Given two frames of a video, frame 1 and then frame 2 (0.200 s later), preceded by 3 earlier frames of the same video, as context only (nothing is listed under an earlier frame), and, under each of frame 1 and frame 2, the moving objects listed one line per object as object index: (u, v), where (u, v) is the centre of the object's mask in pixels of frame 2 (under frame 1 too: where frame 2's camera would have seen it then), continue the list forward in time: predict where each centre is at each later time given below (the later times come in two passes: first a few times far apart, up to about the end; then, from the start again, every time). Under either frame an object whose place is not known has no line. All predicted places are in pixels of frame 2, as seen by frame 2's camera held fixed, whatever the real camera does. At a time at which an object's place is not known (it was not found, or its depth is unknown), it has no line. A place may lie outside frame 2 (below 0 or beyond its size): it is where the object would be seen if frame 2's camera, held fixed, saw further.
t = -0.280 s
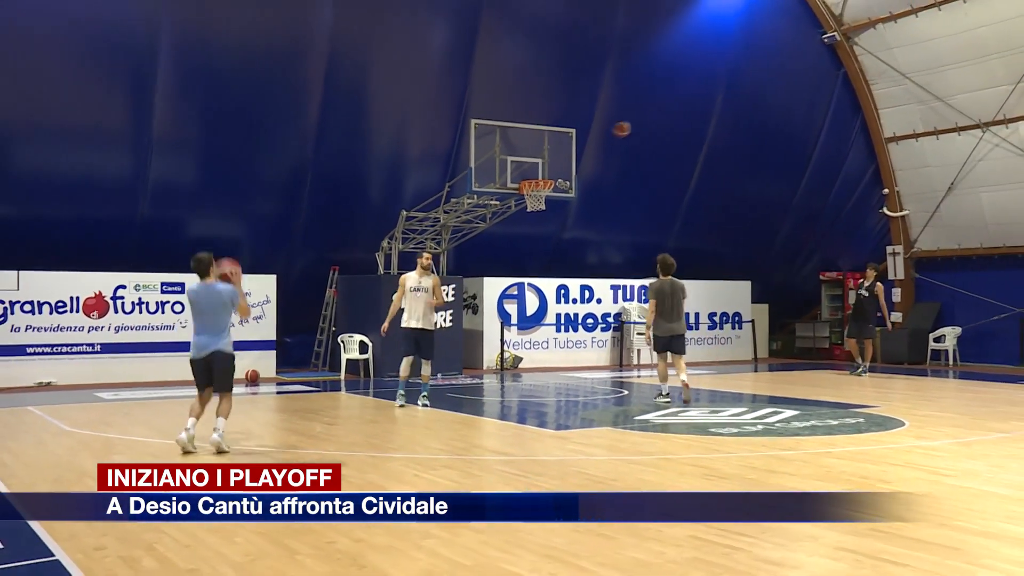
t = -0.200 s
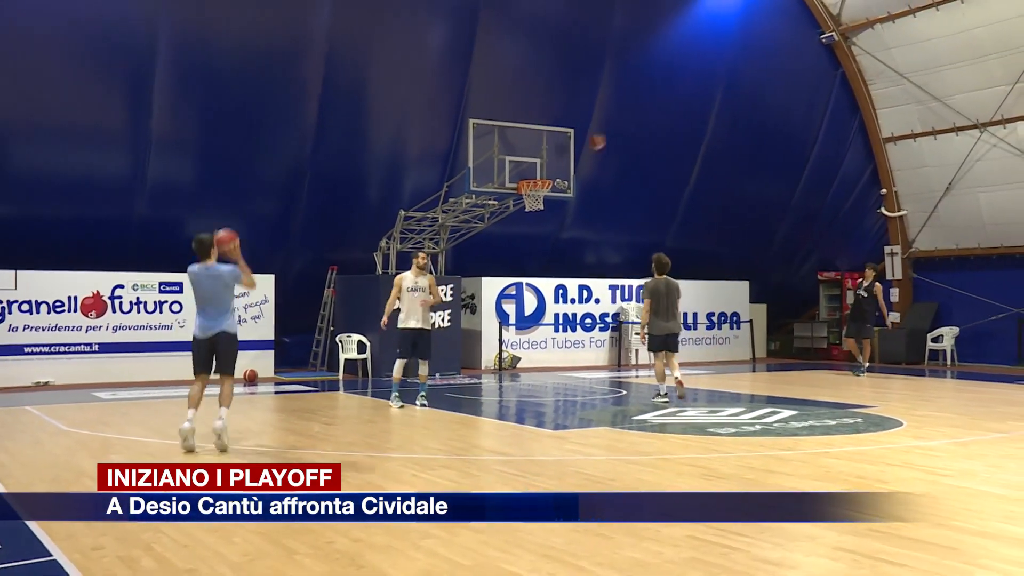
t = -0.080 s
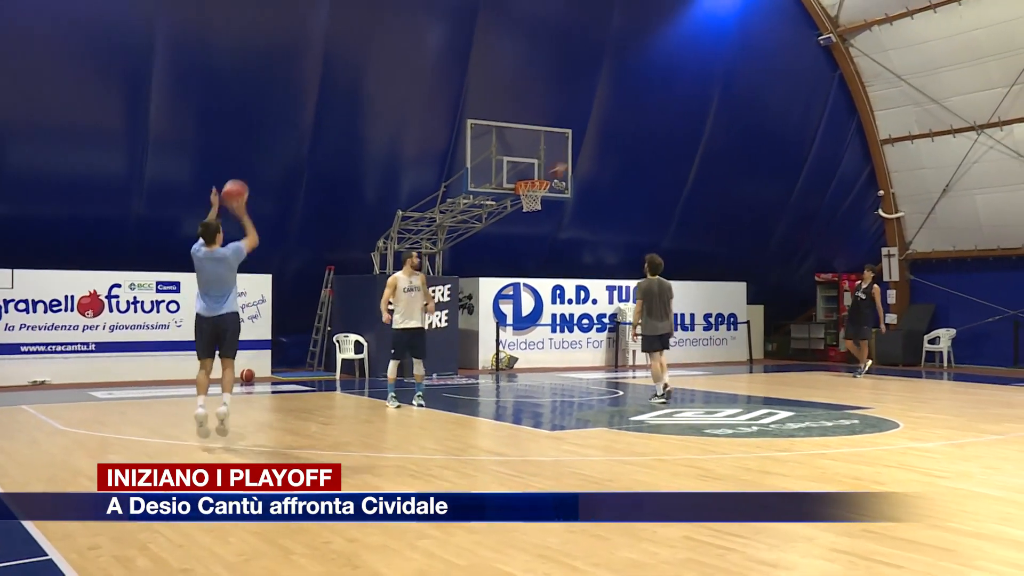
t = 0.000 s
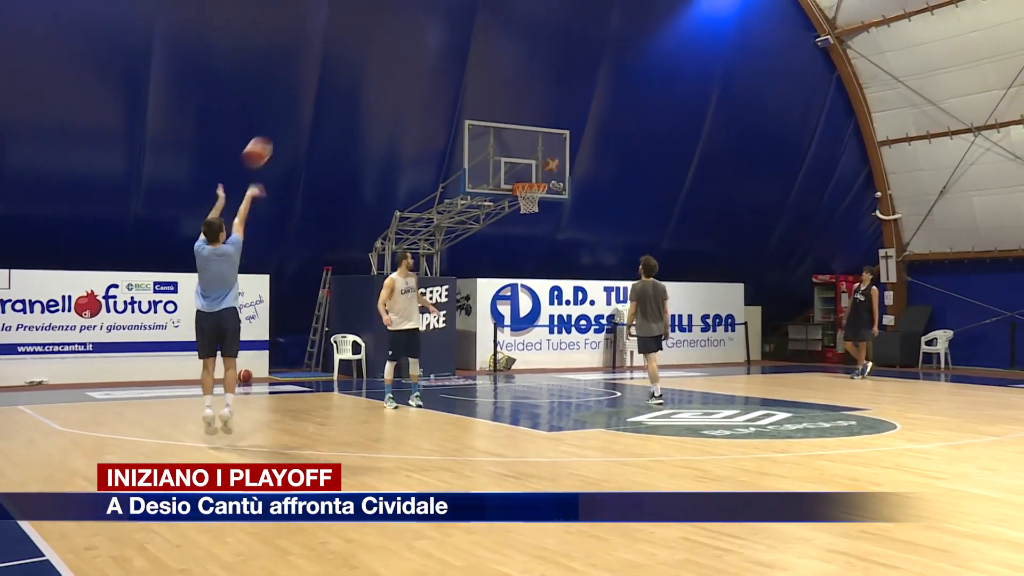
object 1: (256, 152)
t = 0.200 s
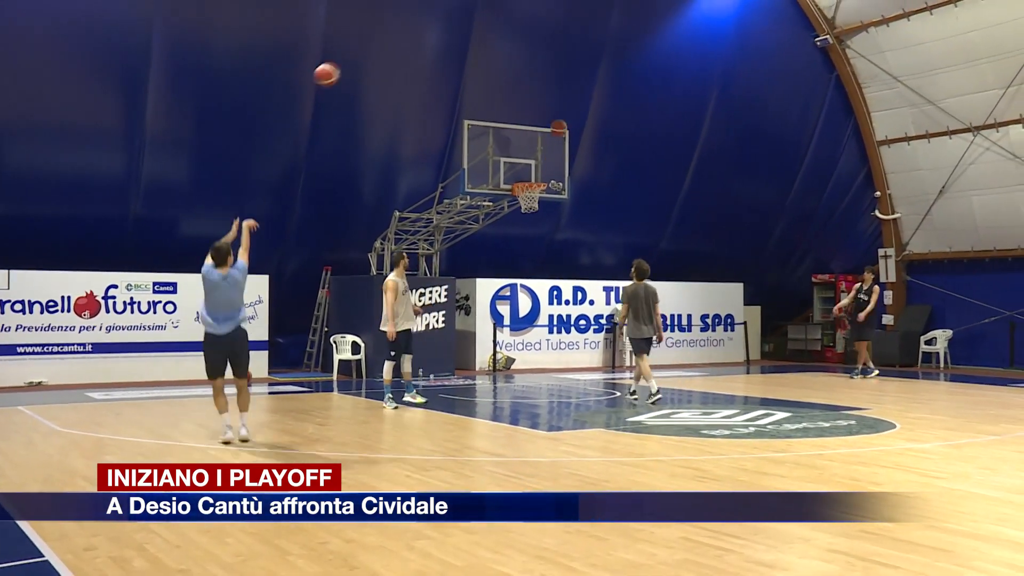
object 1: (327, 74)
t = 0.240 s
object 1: (340, 64)
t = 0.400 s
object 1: (385, 41)
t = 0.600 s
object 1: (435, 47)
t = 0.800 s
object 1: (477, 79)
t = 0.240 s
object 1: (340, 64)
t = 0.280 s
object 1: (351, 56)
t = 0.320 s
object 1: (363, 49)
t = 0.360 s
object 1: (374, 45)
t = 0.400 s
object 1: (385, 41)
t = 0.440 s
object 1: (396, 40)
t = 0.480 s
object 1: (406, 41)
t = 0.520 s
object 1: (416, 41)
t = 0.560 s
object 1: (425, 43)
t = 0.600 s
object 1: (435, 47)
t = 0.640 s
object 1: (444, 51)
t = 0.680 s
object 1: (453, 57)
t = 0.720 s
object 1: (462, 63)
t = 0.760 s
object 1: (469, 70)
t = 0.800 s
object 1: (477, 79)
